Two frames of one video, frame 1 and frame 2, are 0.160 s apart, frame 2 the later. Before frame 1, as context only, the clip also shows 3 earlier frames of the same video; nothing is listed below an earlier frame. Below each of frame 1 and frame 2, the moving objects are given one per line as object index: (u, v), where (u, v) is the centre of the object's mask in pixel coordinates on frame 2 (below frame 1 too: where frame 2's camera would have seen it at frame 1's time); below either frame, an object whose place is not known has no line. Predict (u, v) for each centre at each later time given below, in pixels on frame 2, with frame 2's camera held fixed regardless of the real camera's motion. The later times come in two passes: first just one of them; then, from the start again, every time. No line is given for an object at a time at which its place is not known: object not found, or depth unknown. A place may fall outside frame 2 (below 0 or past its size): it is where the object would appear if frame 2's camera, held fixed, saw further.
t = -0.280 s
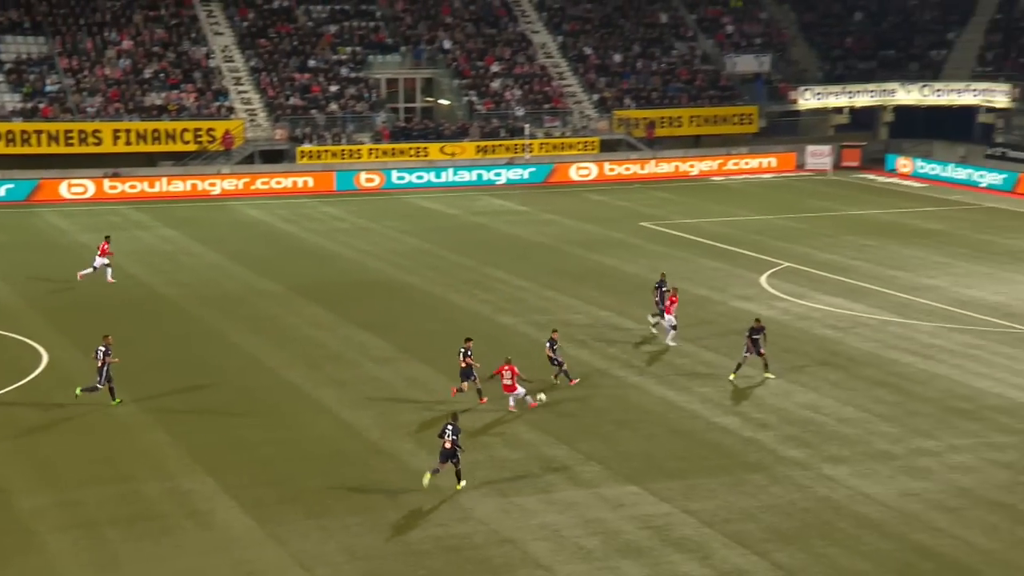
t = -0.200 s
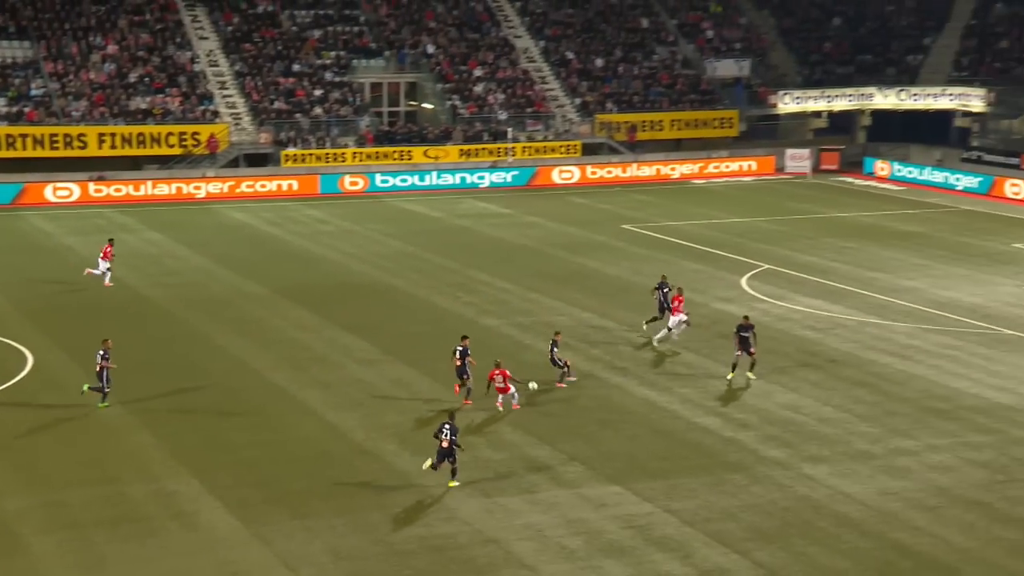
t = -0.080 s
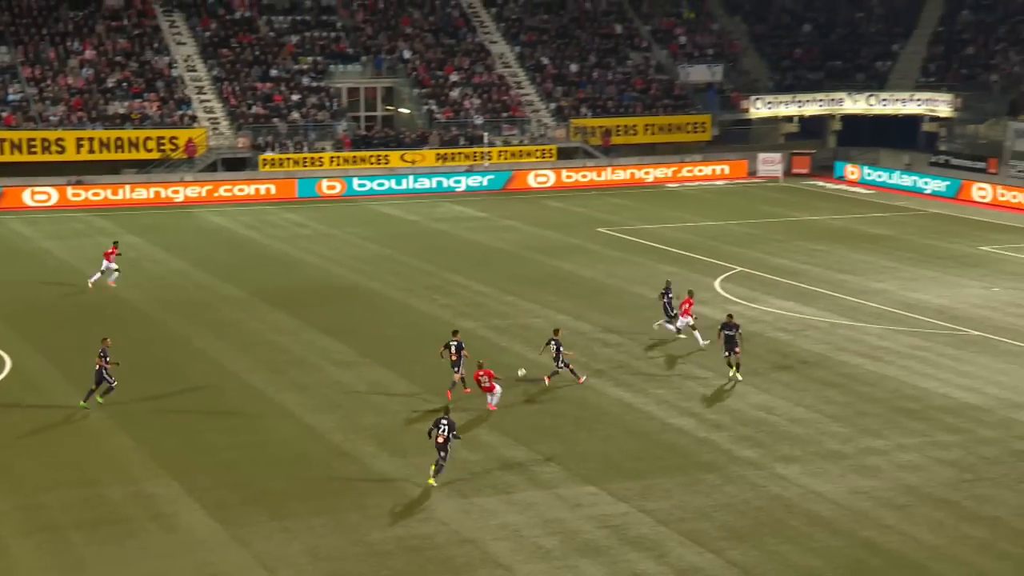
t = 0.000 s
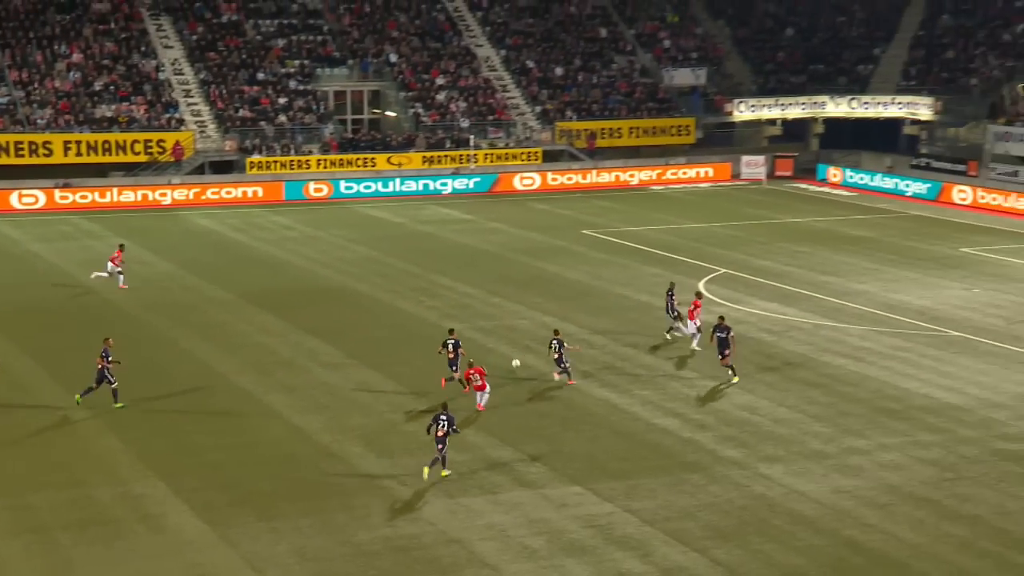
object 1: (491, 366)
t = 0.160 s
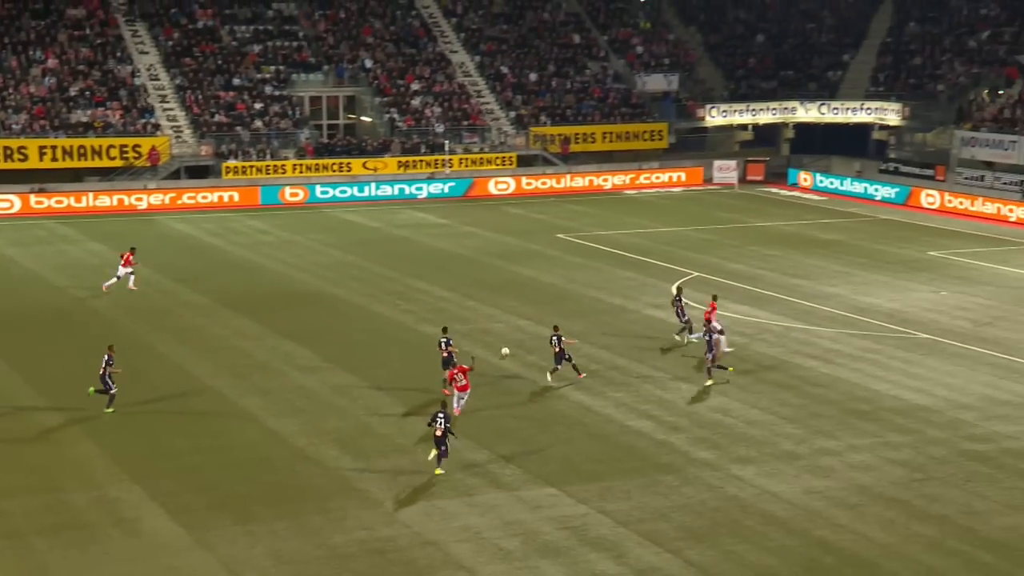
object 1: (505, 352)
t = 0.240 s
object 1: (511, 343)
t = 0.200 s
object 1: (508, 347)
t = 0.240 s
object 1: (511, 343)
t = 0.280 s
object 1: (514, 340)
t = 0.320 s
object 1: (517, 338)
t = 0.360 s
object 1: (519, 337)
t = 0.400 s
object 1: (521, 333)
